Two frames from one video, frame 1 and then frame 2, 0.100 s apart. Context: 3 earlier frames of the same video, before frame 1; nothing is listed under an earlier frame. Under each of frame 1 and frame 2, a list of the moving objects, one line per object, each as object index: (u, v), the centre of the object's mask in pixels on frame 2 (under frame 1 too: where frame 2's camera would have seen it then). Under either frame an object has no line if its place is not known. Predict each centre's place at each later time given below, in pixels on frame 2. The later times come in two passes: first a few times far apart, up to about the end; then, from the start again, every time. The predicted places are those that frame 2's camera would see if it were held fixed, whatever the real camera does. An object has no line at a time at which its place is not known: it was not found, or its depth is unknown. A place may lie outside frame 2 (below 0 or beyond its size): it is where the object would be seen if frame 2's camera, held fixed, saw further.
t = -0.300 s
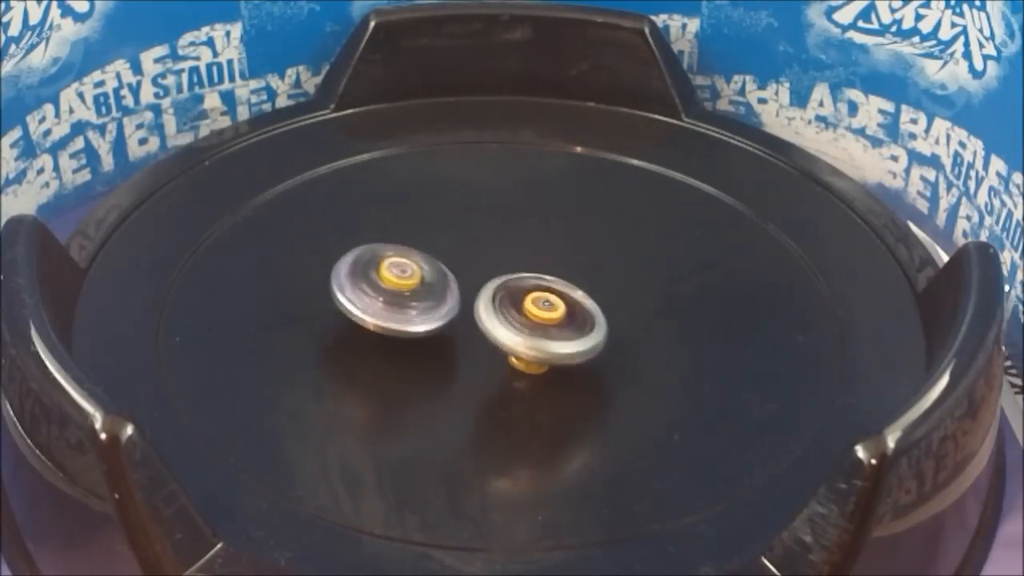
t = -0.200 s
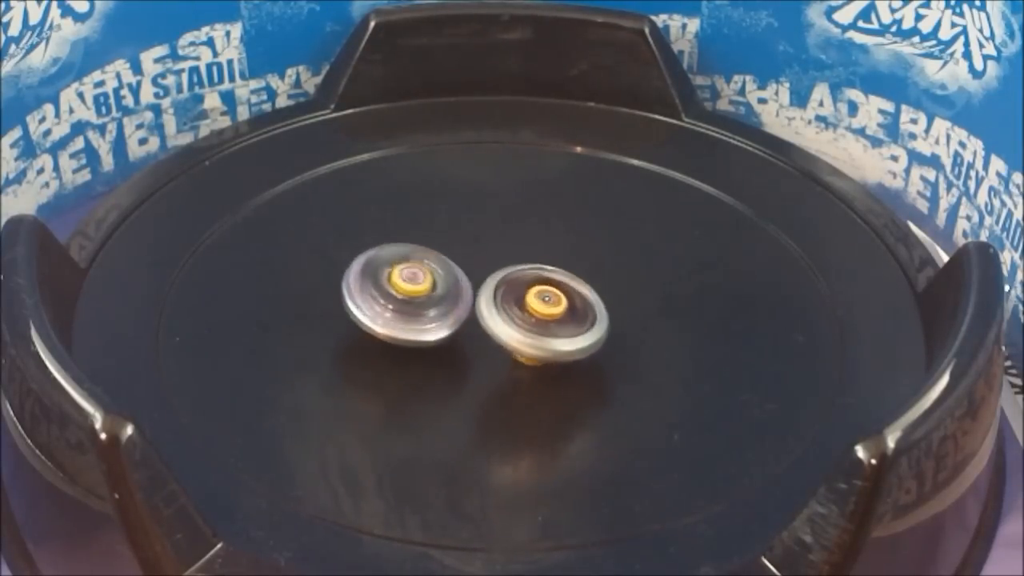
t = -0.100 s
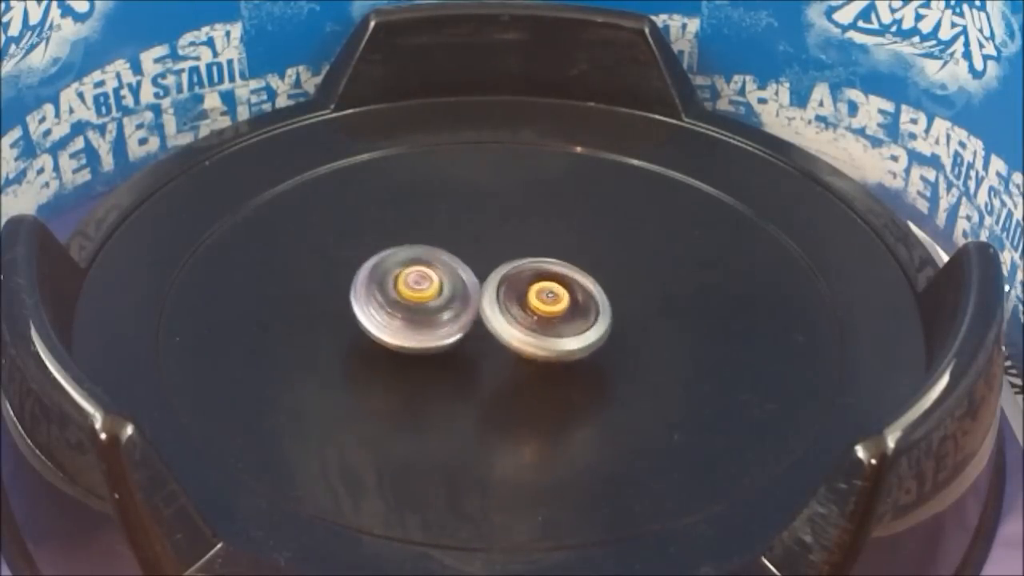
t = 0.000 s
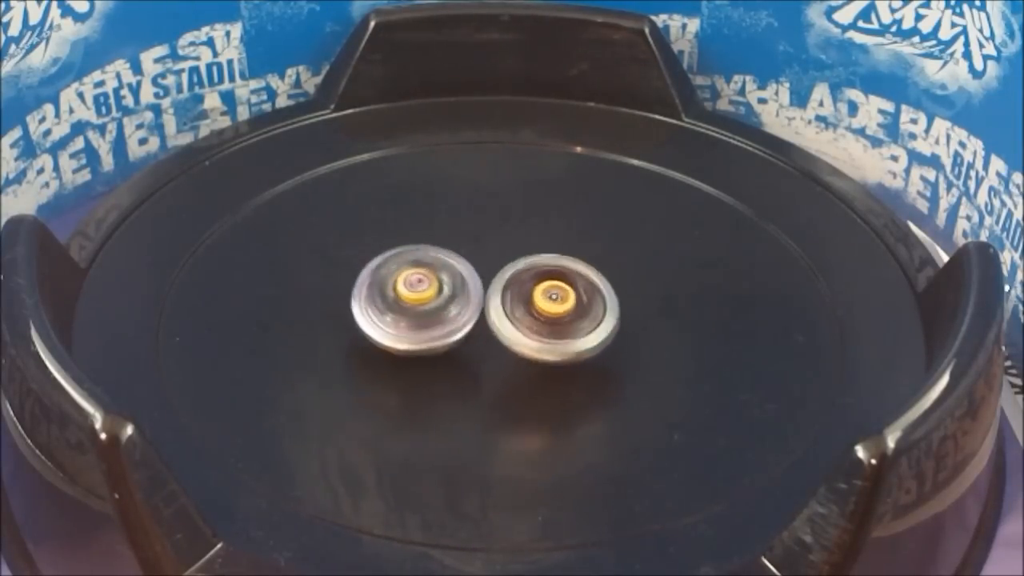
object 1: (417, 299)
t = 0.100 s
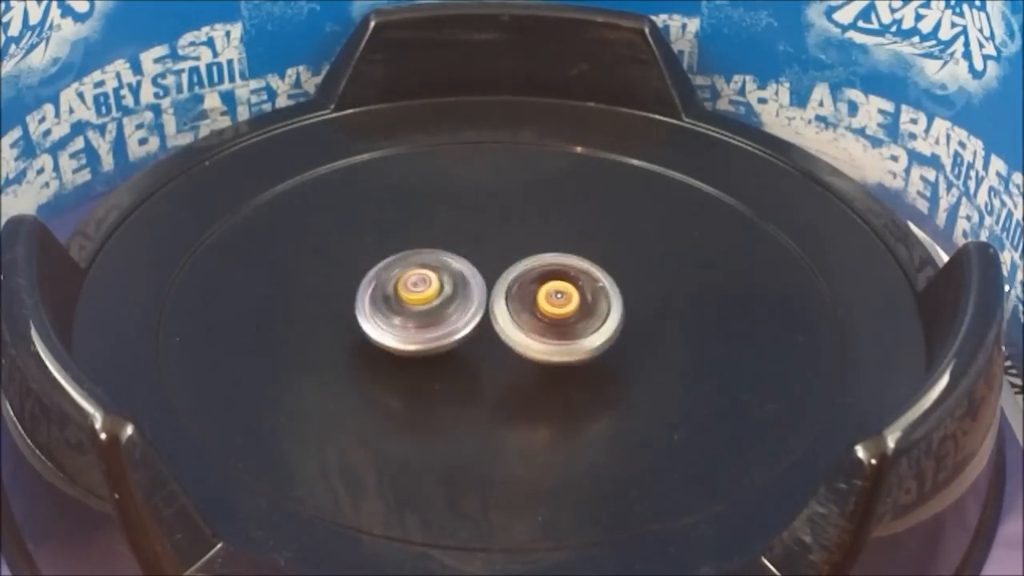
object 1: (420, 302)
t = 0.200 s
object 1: (418, 301)
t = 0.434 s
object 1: (394, 301)
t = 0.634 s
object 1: (405, 305)
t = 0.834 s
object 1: (419, 310)
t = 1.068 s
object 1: (375, 301)
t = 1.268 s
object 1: (383, 306)
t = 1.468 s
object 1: (397, 311)
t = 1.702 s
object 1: (405, 315)
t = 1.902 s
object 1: (412, 317)
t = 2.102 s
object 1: (418, 321)
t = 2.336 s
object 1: (421, 324)
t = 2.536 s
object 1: (401, 329)
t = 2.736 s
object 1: (422, 327)
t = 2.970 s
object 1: (407, 332)
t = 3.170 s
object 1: (420, 336)
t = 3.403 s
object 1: (432, 335)
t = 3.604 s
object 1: (440, 335)
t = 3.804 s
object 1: (449, 338)
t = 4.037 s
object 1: (436, 339)
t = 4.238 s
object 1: (448, 340)
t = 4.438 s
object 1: (451, 342)
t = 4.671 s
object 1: (455, 342)
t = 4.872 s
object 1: (454, 342)
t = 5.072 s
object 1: (461, 345)
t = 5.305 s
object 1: (453, 344)
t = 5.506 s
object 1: (433, 353)
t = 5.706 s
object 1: (457, 342)
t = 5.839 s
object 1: (462, 337)
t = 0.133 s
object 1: (419, 302)
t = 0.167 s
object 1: (416, 301)
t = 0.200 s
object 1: (418, 301)
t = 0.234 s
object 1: (420, 302)
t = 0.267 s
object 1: (421, 303)
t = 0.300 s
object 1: (422, 304)
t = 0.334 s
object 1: (422, 304)
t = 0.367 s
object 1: (407, 301)
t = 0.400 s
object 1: (398, 300)
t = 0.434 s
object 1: (394, 301)
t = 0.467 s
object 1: (394, 301)
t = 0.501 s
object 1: (394, 302)
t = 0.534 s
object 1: (397, 303)
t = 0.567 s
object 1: (399, 304)
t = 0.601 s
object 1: (402, 304)
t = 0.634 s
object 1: (405, 305)
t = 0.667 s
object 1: (408, 306)
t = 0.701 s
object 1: (410, 307)
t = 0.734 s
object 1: (413, 308)
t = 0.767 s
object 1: (415, 309)
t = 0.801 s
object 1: (417, 309)
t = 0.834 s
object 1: (419, 310)
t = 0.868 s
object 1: (421, 310)
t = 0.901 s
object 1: (423, 311)
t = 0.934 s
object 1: (424, 312)
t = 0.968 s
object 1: (411, 310)
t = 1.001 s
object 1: (393, 306)
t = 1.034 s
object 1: (381, 303)
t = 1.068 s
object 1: (375, 301)
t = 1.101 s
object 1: (373, 300)
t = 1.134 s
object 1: (374, 301)
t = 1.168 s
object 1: (376, 301)
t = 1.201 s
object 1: (378, 303)
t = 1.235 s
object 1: (380, 304)
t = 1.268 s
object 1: (383, 306)
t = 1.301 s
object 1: (386, 307)
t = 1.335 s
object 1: (389, 308)
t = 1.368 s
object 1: (391, 309)
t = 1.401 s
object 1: (394, 310)
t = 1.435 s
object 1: (395, 311)
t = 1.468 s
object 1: (397, 311)
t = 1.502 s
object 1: (398, 312)
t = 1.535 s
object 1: (399, 312)
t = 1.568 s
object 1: (401, 313)
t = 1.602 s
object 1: (401, 313)
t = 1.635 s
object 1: (403, 314)
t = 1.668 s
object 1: (403, 314)
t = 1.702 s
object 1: (405, 315)
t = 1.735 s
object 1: (405, 315)
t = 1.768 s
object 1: (407, 315)
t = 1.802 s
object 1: (407, 316)
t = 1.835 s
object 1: (409, 316)
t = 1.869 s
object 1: (410, 317)
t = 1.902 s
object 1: (412, 317)
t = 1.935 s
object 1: (414, 318)
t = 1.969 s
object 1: (415, 318)
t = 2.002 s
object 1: (417, 319)
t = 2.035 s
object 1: (418, 319)
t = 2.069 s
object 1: (420, 320)
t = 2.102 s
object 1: (418, 321)
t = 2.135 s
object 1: (420, 321)
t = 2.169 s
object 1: (421, 322)
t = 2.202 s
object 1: (419, 323)
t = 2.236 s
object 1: (419, 323)
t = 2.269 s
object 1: (421, 322)
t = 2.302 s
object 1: (421, 324)
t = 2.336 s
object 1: (421, 324)
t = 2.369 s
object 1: (423, 325)
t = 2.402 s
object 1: (420, 326)
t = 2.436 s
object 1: (421, 326)
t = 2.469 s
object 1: (416, 327)
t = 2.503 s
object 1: (405, 328)
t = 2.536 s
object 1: (401, 329)
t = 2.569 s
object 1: (402, 328)
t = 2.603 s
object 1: (406, 327)
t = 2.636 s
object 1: (410, 326)
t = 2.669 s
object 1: (414, 326)
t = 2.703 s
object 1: (418, 326)
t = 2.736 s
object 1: (422, 327)
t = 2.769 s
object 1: (425, 328)
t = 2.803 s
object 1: (427, 328)
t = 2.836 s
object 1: (430, 329)
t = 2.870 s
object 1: (420, 332)
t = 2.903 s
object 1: (411, 332)
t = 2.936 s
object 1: (407, 333)
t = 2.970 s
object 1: (407, 332)
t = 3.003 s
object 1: (409, 333)
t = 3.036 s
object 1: (412, 334)
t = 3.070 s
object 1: (414, 334)
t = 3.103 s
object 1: (416, 335)
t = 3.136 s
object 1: (417, 335)
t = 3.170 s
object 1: (420, 336)
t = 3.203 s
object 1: (422, 336)
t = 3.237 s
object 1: (425, 336)
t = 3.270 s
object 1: (427, 336)
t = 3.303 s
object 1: (428, 336)
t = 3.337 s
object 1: (429, 336)
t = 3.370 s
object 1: (431, 336)
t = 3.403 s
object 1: (432, 335)
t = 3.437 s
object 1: (434, 335)
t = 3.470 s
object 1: (435, 335)
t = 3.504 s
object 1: (436, 335)
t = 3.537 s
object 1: (438, 335)
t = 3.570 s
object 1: (439, 335)
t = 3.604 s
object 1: (440, 335)
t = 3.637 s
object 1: (441, 335)
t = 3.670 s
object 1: (443, 336)
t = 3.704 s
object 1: (445, 336)
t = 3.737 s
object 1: (446, 336)
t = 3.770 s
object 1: (447, 337)
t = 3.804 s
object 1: (449, 338)
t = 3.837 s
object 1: (450, 338)
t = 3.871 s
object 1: (451, 339)
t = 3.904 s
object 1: (446, 340)
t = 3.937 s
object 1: (436, 342)
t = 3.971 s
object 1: (432, 343)
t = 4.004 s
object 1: (433, 340)
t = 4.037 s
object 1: (436, 339)
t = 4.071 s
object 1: (439, 339)
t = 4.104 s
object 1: (443, 338)
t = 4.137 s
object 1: (445, 339)
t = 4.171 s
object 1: (445, 339)
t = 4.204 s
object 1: (446, 340)
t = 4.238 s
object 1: (448, 340)
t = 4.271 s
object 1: (448, 340)
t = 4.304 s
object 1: (449, 340)
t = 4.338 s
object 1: (450, 341)
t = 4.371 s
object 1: (452, 340)
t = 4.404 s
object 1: (452, 341)
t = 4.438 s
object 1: (451, 342)
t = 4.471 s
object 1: (447, 345)
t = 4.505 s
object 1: (445, 345)
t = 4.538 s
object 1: (444, 344)
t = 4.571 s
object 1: (447, 343)
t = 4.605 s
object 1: (451, 342)
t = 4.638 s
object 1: (453, 341)
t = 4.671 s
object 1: (455, 342)
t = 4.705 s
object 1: (455, 343)
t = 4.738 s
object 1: (452, 344)
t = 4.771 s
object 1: (449, 345)
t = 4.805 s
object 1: (448, 343)
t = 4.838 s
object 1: (451, 341)
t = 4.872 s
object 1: (454, 342)
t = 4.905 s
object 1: (457, 342)
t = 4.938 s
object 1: (459, 342)
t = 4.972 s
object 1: (460, 343)
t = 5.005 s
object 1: (461, 344)
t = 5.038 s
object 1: (461, 344)
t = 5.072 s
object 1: (461, 345)
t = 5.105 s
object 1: (461, 345)
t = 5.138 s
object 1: (461, 345)
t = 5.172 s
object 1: (461, 344)
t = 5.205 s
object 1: (461, 344)
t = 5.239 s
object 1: (457, 346)
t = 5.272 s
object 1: (453, 346)
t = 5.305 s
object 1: (453, 344)
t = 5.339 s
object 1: (456, 342)
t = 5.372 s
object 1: (447, 347)
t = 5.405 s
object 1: (439, 352)
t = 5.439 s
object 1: (433, 355)
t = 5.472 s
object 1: (432, 355)
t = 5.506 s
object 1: (433, 353)
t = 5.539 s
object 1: (439, 353)
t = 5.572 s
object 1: (444, 350)
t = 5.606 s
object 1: (449, 349)
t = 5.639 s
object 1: (454, 346)
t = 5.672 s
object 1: (458, 343)
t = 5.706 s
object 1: (457, 342)
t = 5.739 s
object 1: (456, 339)
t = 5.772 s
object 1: (458, 339)
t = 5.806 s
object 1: (459, 337)
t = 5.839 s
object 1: (462, 337)
